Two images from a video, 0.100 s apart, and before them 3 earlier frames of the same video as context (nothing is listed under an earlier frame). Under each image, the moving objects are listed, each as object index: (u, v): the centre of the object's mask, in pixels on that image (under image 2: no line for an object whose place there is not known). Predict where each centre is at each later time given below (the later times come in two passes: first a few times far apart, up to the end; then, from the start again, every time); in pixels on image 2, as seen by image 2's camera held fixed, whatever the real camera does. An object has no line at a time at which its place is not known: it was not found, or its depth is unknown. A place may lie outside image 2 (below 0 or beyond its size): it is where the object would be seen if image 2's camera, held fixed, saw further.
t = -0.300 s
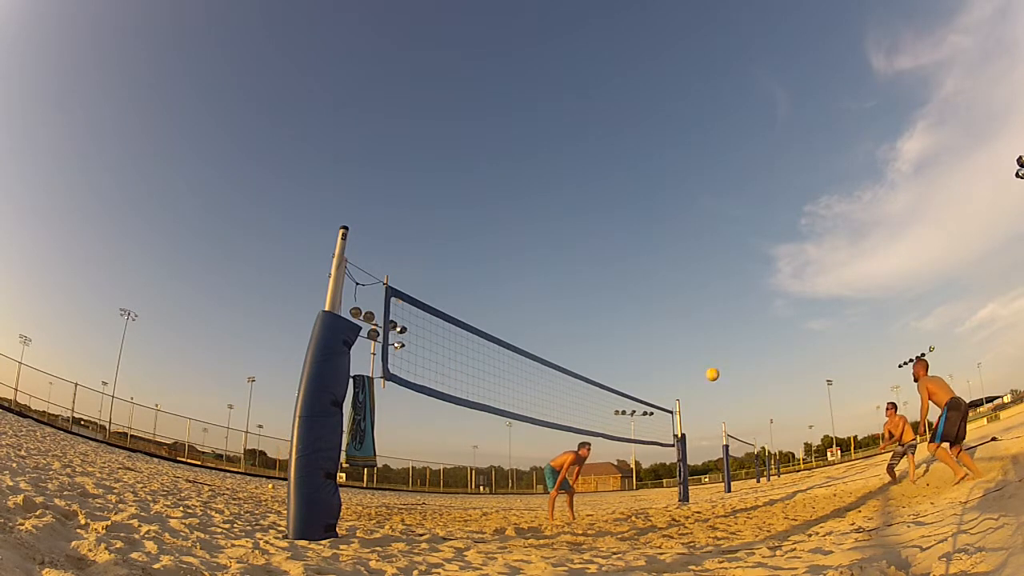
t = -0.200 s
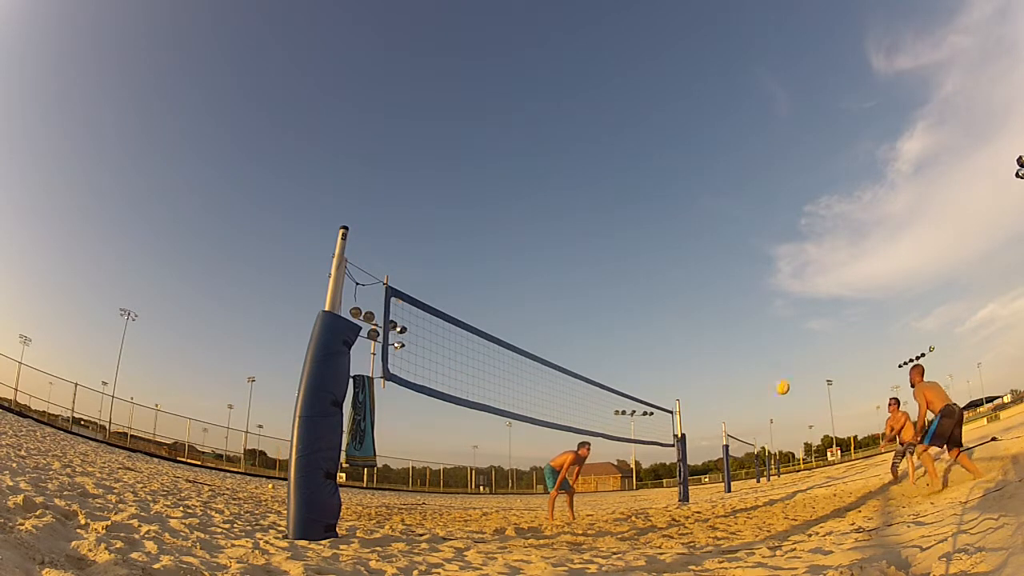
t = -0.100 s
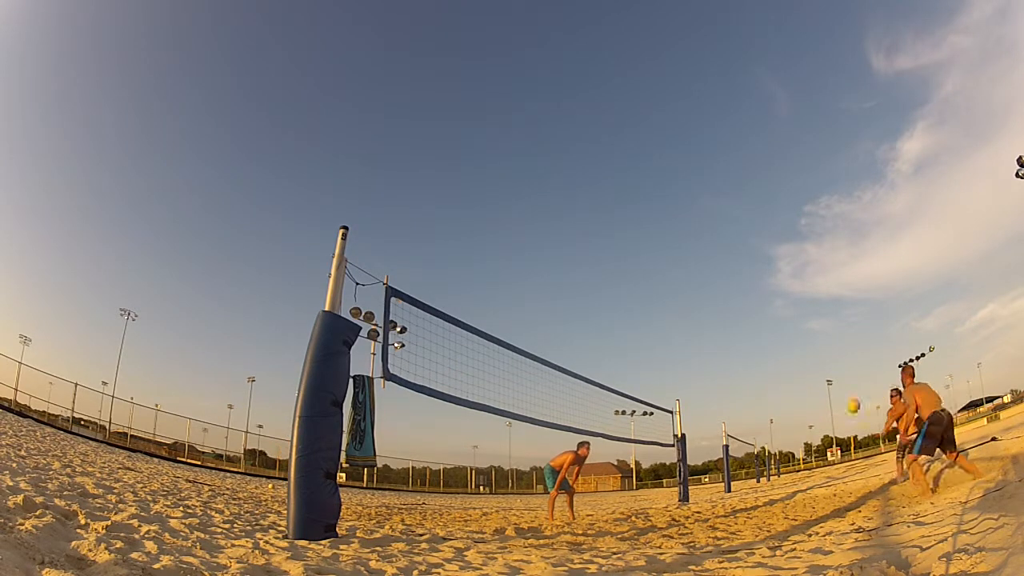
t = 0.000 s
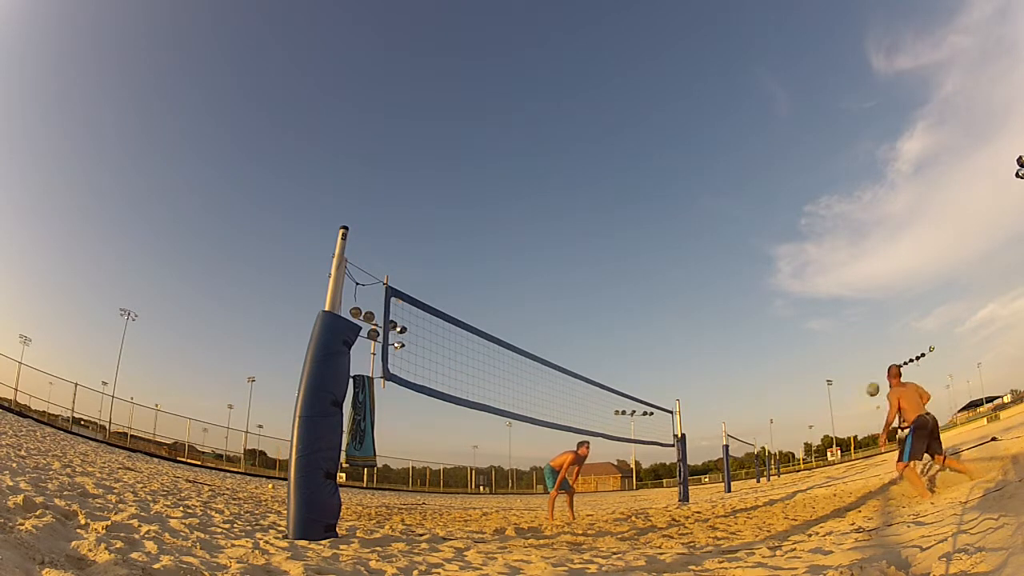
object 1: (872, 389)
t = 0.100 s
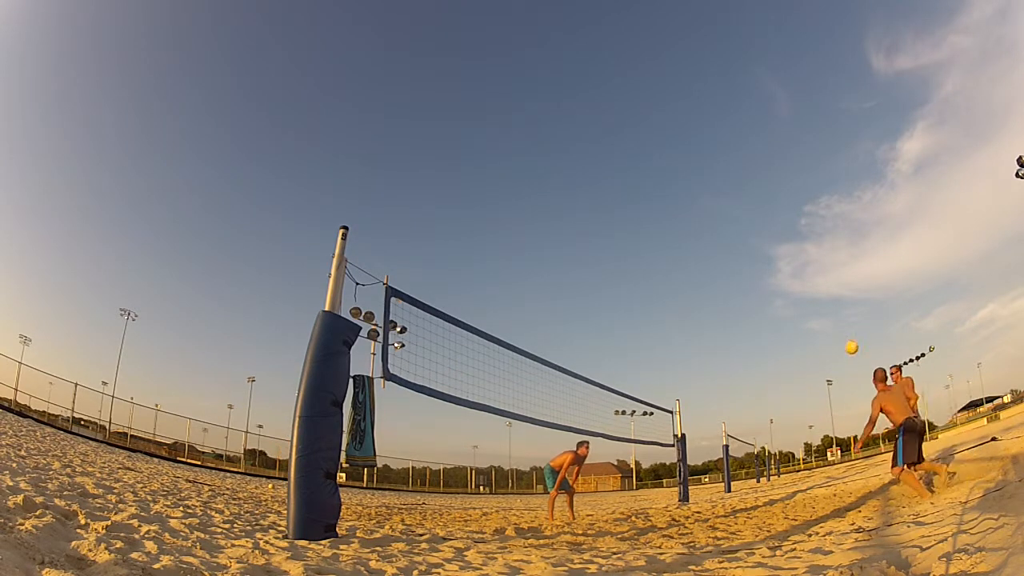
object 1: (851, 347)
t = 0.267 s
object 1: (819, 295)
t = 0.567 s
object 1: (772, 249)
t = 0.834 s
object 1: (743, 252)
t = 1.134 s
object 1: (718, 301)
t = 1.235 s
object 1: (712, 327)
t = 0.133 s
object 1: (844, 335)
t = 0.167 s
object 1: (838, 323)
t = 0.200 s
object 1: (832, 313)
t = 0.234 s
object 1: (825, 304)
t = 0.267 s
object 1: (819, 295)
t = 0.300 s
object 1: (813, 288)
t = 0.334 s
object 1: (807, 281)
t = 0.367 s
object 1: (801, 274)
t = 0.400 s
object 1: (796, 268)
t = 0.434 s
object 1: (790, 263)
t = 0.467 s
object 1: (786, 259)
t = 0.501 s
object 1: (781, 254)
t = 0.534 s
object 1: (776, 252)
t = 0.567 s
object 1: (772, 249)
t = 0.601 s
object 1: (768, 248)
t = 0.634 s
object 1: (764, 247)
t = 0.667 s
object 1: (760, 246)
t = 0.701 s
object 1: (756, 246)
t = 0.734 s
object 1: (753, 247)
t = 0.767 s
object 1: (749, 248)
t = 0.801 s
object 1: (746, 250)
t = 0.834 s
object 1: (743, 252)
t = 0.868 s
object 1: (740, 255)
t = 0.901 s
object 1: (737, 259)
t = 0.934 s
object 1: (734, 263)
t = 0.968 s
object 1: (731, 268)
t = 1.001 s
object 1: (728, 273)
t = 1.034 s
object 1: (726, 279)
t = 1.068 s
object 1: (724, 286)
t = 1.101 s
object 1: (722, 293)
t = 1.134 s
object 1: (718, 301)
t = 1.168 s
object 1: (717, 309)
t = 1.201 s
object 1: (715, 318)
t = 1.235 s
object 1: (712, 327)
